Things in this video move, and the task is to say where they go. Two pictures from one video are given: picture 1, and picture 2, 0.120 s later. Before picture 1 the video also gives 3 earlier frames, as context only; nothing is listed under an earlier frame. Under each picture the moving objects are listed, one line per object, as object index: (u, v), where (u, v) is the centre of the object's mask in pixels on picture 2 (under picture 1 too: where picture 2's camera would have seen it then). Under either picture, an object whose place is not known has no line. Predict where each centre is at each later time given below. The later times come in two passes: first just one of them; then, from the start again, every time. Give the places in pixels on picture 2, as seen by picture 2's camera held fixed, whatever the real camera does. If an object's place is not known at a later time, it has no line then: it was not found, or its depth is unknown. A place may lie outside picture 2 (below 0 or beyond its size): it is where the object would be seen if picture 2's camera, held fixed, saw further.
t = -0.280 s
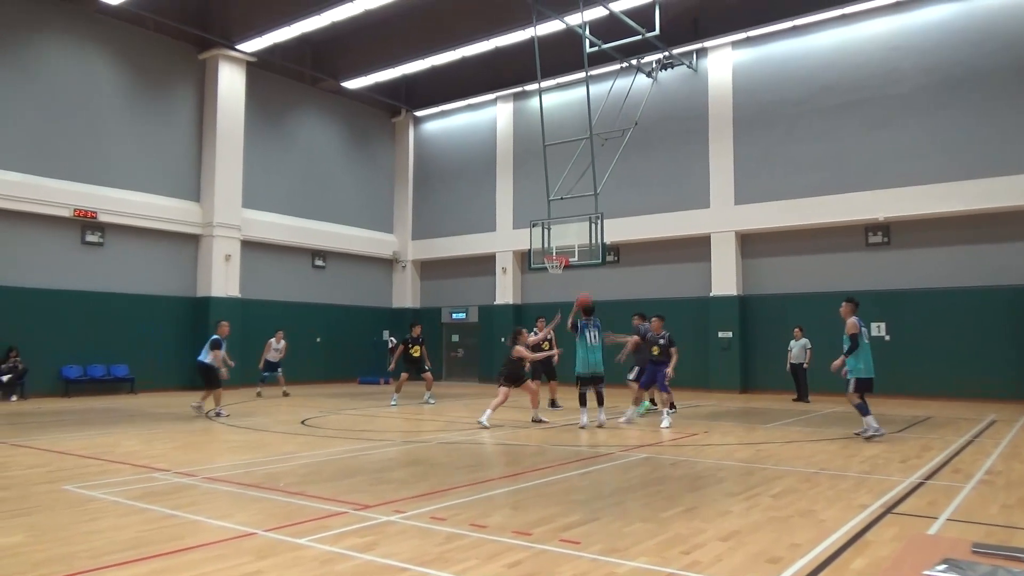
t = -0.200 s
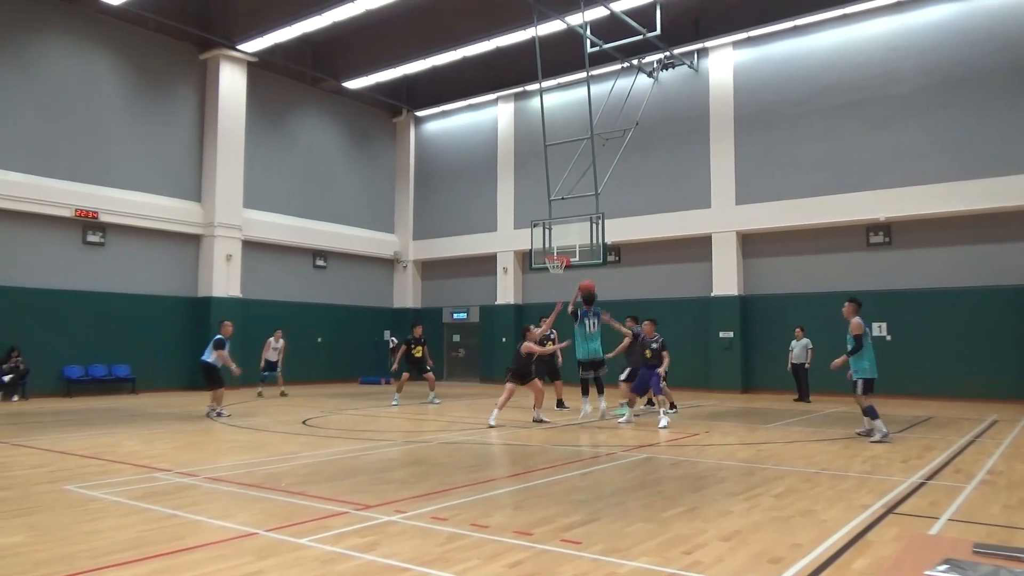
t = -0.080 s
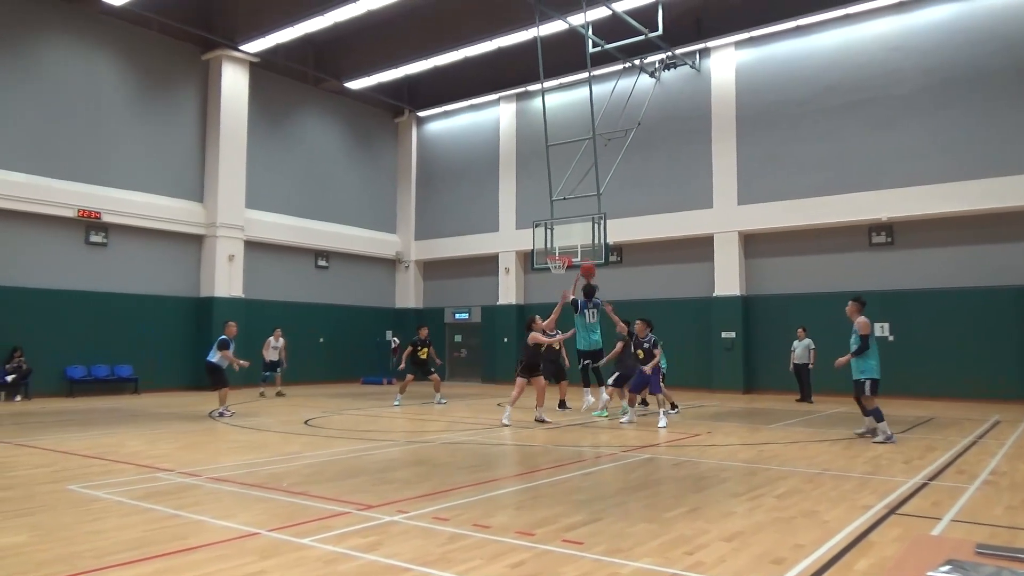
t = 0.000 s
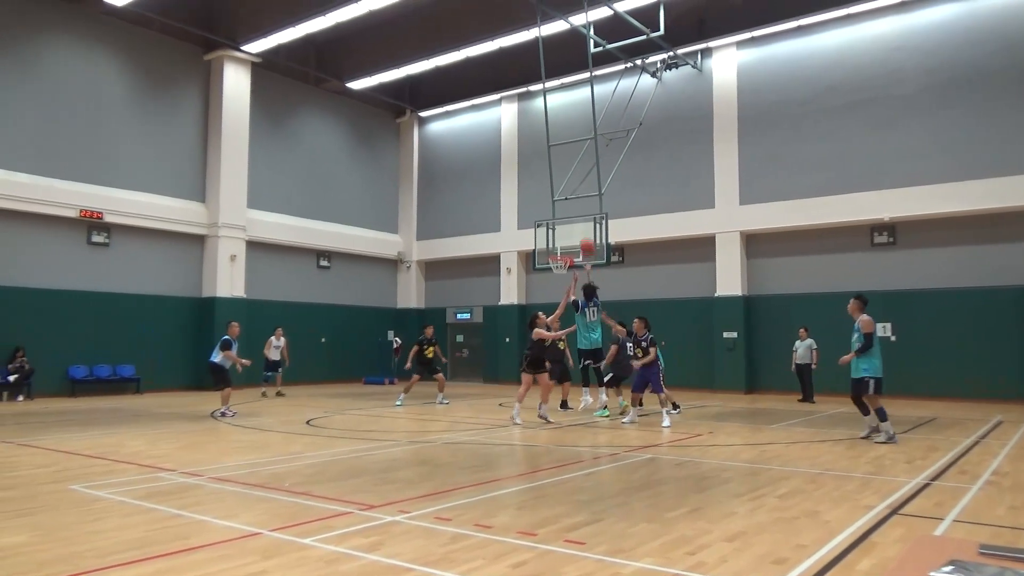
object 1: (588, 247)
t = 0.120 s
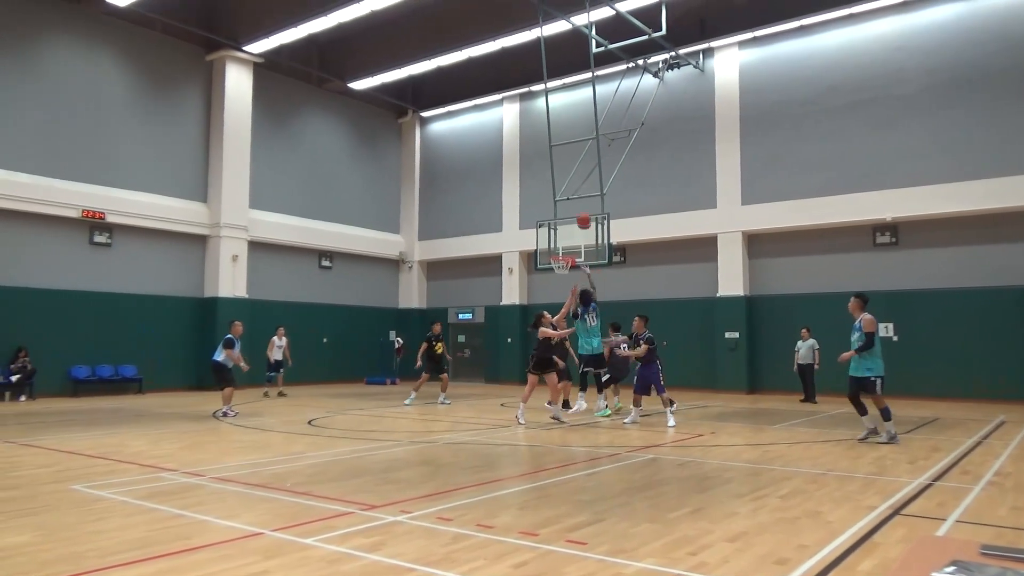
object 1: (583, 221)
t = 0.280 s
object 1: (578, 201)
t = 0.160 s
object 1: (582, 213)
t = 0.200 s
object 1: (581, 208)
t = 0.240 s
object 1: (579, 204)
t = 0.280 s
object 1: (578, 201)
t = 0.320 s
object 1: (577, 198)
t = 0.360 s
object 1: (575, 197)
